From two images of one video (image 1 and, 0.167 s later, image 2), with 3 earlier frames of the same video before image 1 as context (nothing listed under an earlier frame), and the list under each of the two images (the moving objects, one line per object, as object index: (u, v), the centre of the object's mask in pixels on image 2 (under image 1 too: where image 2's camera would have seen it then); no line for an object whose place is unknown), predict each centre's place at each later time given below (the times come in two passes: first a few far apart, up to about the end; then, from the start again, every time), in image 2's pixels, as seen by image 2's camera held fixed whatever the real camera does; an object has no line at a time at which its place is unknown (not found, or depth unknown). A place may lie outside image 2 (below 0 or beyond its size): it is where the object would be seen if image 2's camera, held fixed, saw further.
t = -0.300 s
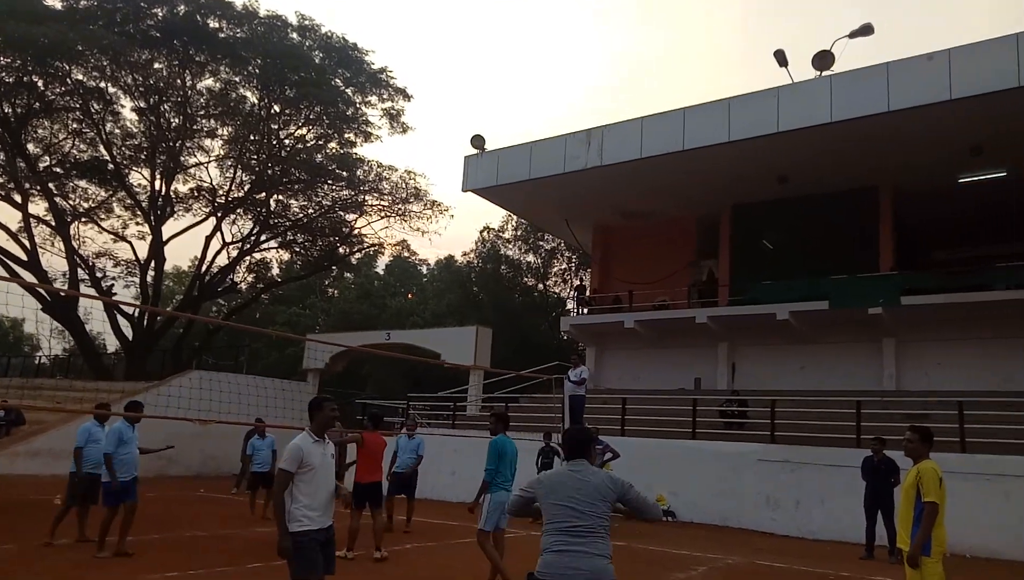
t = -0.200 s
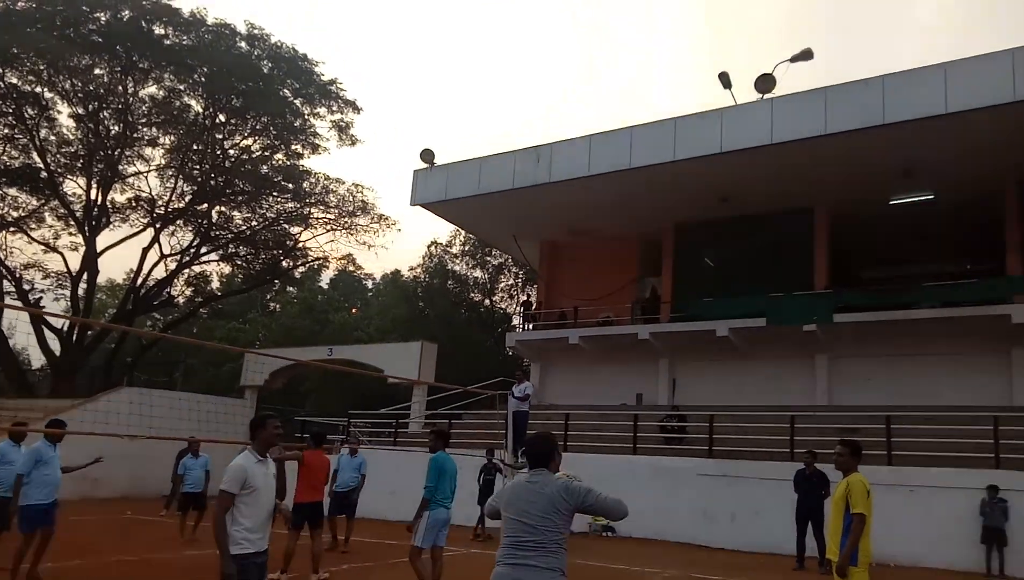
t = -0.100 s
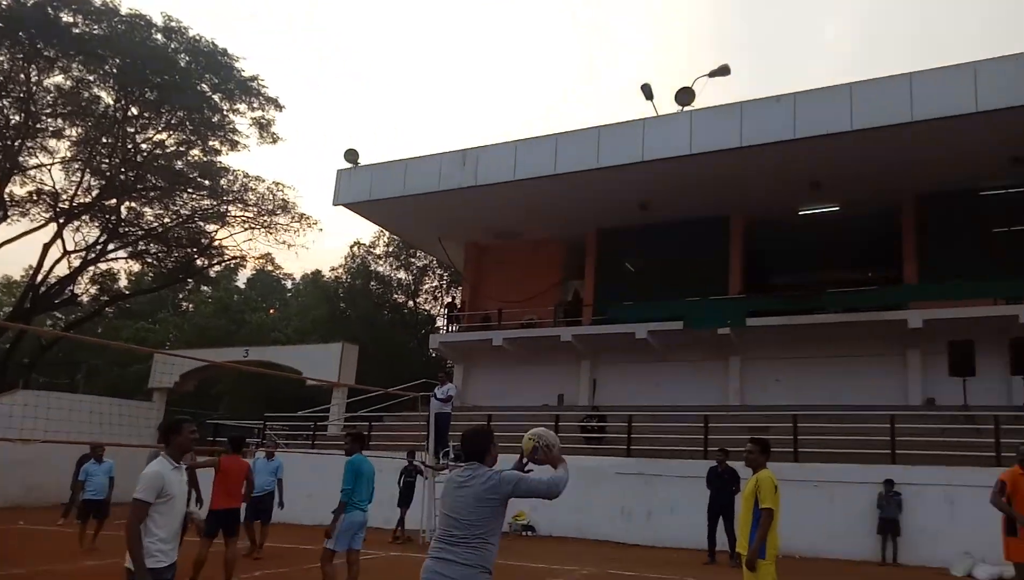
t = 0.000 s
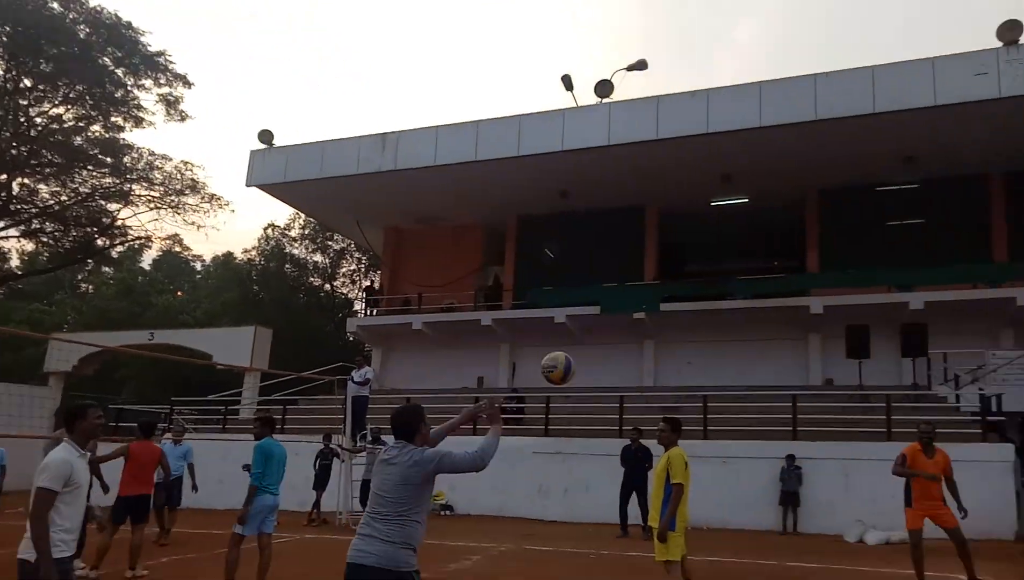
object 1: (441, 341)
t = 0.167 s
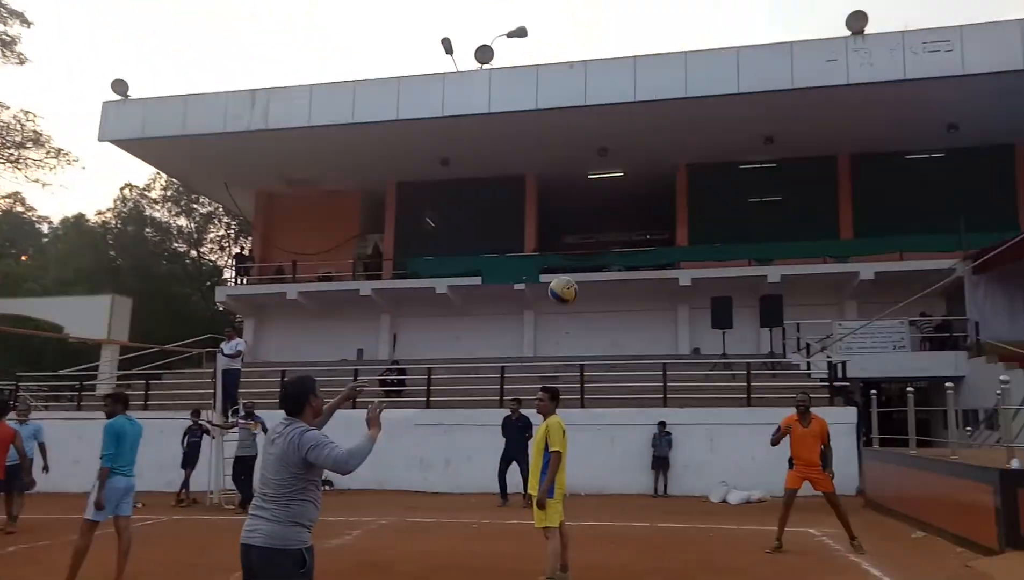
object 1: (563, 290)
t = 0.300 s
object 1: (638, 284)
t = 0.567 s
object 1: (754, 326)
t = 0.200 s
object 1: (584, 287)
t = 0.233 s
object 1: (602, 284)
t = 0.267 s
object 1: (620, 283)
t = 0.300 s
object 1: (638, 284)
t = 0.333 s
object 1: (655, 285)
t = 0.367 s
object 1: (671, 288)
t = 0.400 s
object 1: (686, 292)
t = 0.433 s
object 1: (701, 297)
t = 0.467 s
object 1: (715, 302)
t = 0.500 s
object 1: (728, 310)
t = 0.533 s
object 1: (741, 317)
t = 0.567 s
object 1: (754, 326)
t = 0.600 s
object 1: (766, 335)
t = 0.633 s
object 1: (778, 347)
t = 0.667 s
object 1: (790, 356)
